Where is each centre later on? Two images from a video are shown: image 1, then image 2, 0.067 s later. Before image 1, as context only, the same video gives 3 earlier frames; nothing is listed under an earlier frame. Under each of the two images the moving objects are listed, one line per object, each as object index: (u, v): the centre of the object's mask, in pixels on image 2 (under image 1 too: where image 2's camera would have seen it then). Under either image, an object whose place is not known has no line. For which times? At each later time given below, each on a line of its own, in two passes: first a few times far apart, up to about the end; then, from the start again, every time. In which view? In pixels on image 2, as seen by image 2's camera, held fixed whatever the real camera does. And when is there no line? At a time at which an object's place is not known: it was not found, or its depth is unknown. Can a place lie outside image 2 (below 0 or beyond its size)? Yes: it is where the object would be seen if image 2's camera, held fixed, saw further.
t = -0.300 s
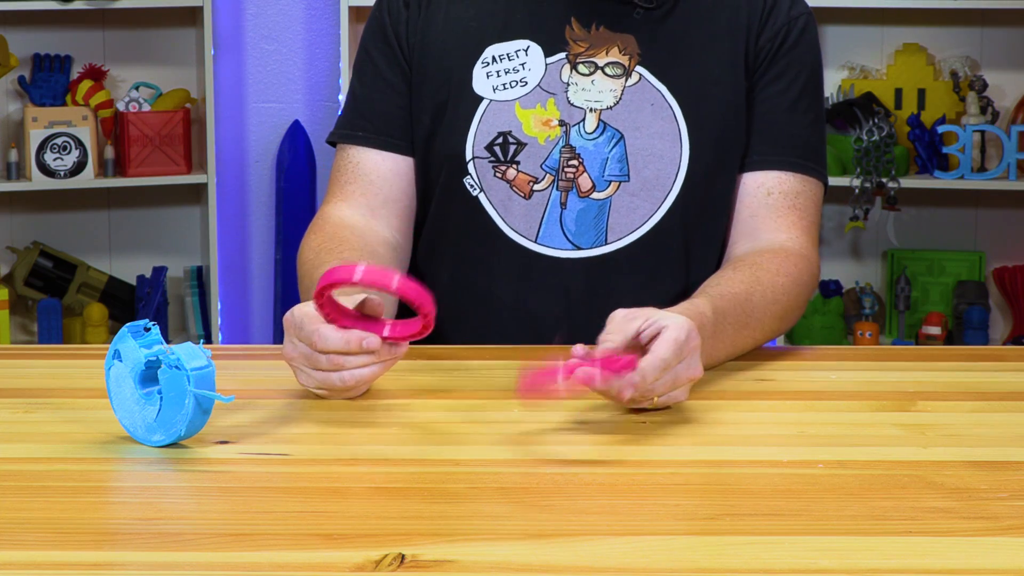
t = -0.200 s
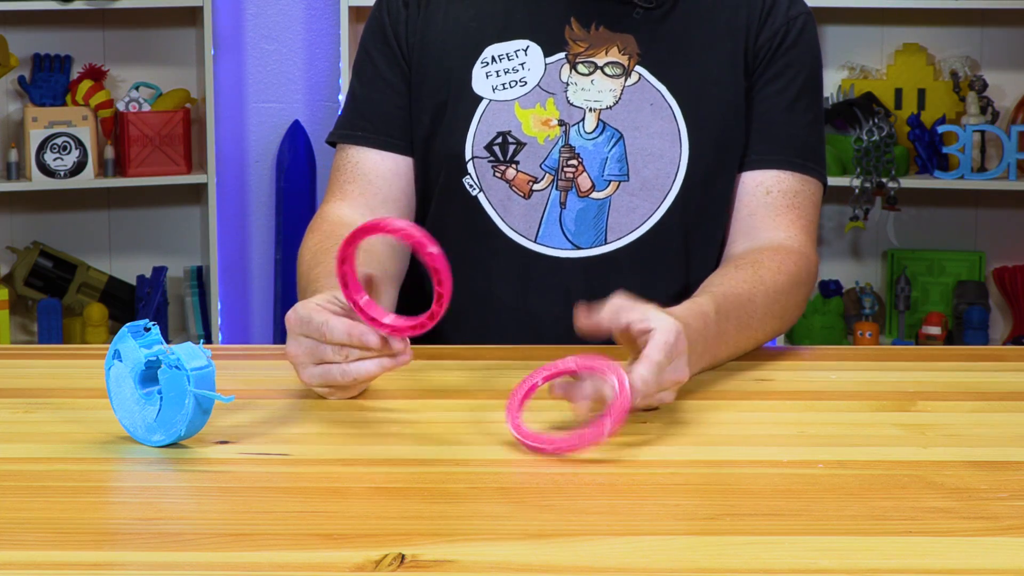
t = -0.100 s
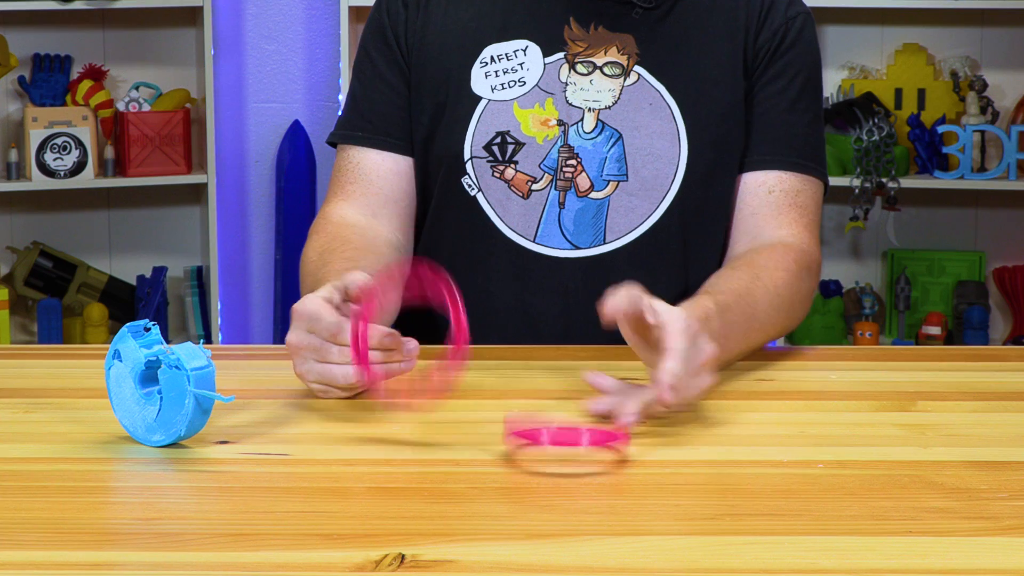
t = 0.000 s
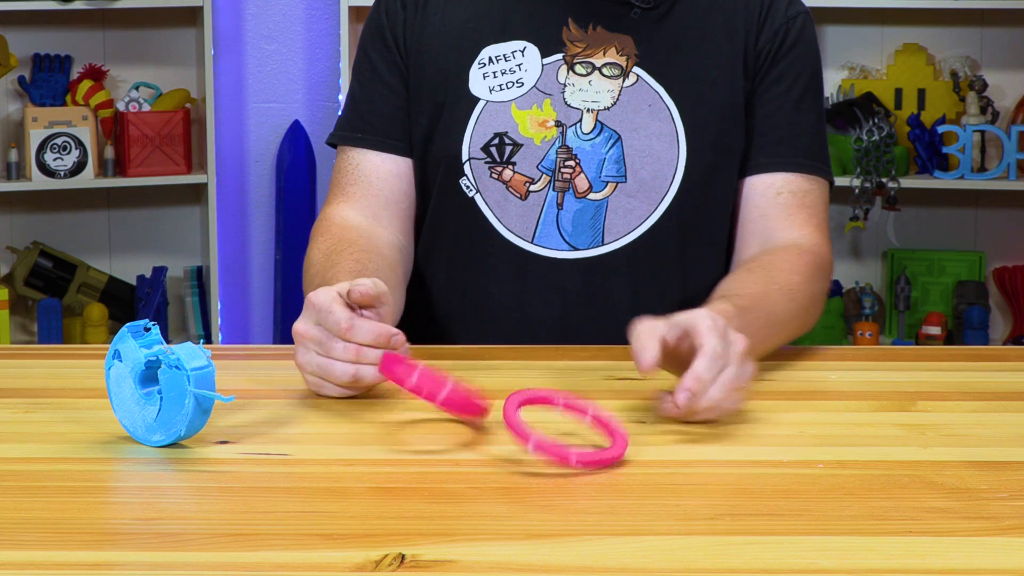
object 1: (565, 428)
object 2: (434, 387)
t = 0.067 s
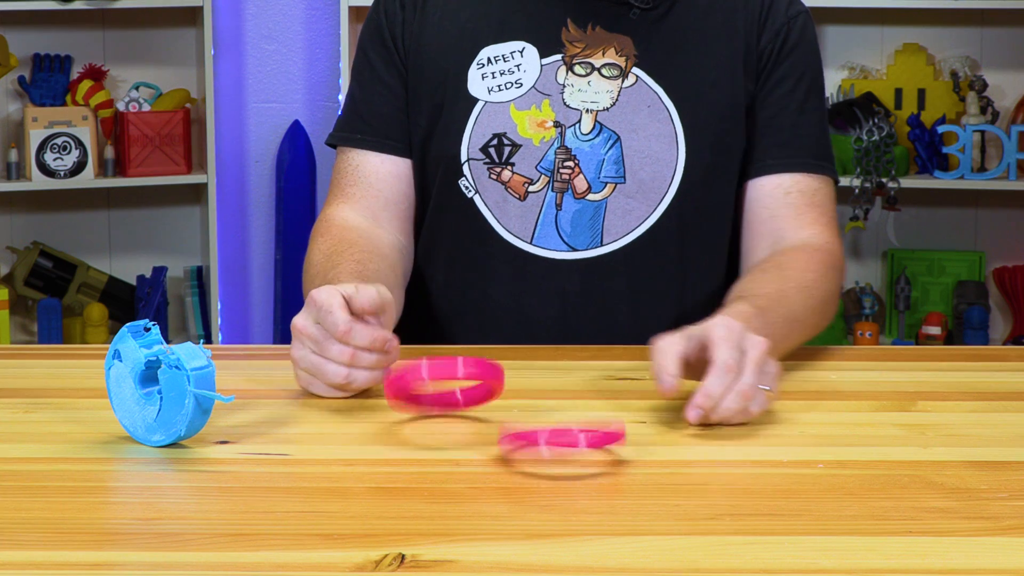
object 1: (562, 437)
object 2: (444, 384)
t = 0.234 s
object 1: (559, 441)
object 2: (461, 388)
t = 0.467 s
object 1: (557, 441)
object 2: (479, 393)
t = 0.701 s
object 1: (556, 447)
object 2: (487, 394)
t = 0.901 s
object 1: (550, 450)
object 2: (492, 387)
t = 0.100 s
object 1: (560, 436)
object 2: (446, 389)
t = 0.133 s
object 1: (561, 433)
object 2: (450, 400)
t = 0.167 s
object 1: (561, 434)
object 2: (450, 403)
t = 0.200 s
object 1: (560, 437)
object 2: (458, 394)
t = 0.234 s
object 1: (559, 441)
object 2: (461, 388)
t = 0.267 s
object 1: (558, 438)
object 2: (461, 389)
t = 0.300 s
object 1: (559, 438)
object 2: (467, 396)
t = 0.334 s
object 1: (557, 438)
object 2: (469, 400)
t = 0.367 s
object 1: (558, 442)
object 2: (472, 396)
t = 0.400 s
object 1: (556, 441)
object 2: (475, 389)
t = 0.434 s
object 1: (558, 440)
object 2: (475, 389)
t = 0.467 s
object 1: (557, 441)
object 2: (479, 393)
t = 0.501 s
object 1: (557, 444)
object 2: (482, 399)
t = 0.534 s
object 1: (555, 442)
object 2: (481, 395)
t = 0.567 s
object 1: (556, 442)
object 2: (485, 390)
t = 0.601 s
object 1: (557, 444)
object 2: (485, 389)
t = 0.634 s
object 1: (555, 445)
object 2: (486, 392)
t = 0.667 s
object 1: (555, 444)
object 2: (487, 395)
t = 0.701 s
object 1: (556, 447)
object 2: (487, 394)
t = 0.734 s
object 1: (553, 447)
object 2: (488, 390)
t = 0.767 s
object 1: (552, 446)
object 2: (490, 387)
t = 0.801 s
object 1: (552, 449)
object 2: (491, 392)
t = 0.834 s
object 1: (552, 448)
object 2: (493, 397)
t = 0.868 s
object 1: (551, 447)
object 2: (493, 392)
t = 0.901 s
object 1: (550, 450)
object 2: (492, 387)
